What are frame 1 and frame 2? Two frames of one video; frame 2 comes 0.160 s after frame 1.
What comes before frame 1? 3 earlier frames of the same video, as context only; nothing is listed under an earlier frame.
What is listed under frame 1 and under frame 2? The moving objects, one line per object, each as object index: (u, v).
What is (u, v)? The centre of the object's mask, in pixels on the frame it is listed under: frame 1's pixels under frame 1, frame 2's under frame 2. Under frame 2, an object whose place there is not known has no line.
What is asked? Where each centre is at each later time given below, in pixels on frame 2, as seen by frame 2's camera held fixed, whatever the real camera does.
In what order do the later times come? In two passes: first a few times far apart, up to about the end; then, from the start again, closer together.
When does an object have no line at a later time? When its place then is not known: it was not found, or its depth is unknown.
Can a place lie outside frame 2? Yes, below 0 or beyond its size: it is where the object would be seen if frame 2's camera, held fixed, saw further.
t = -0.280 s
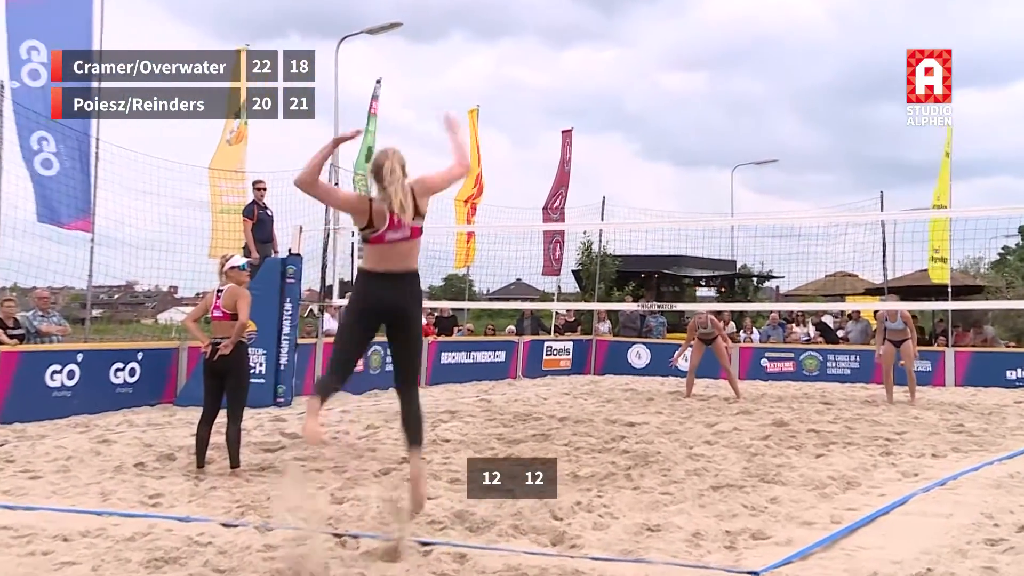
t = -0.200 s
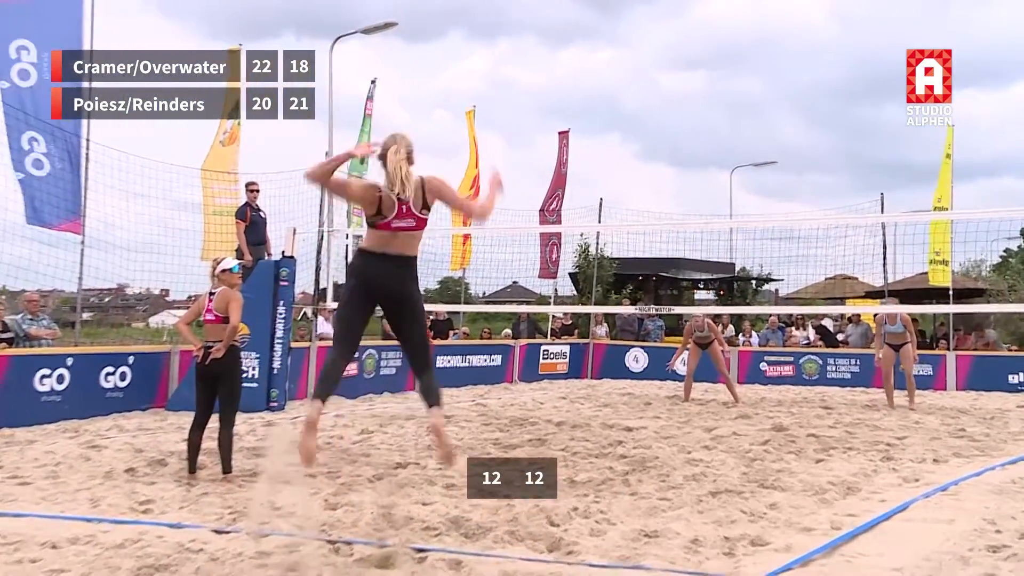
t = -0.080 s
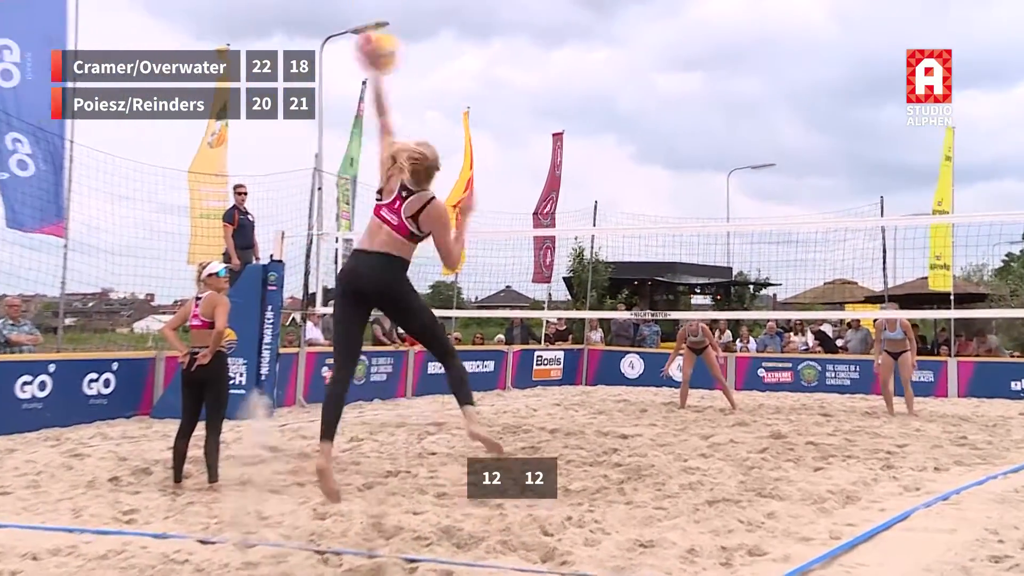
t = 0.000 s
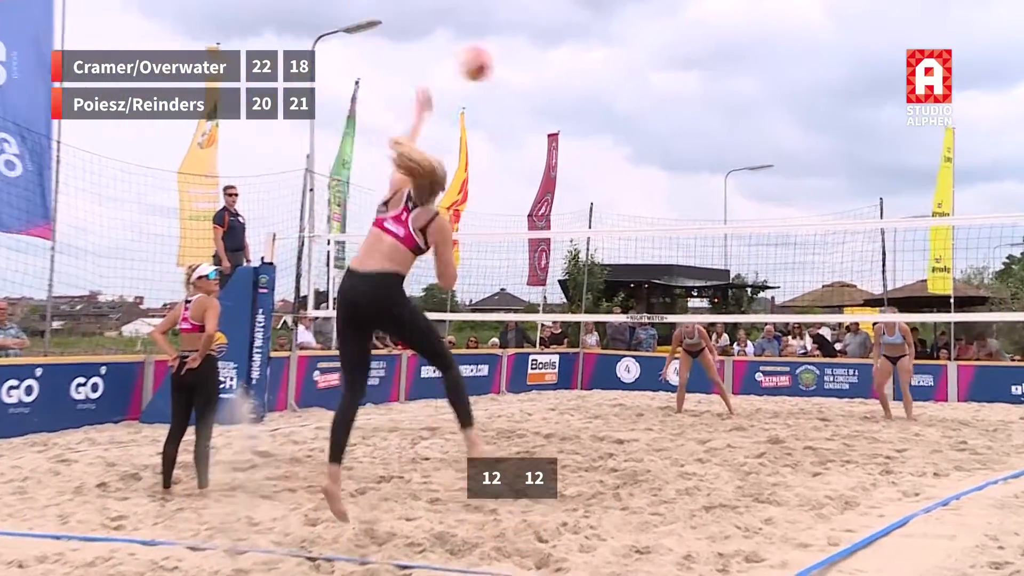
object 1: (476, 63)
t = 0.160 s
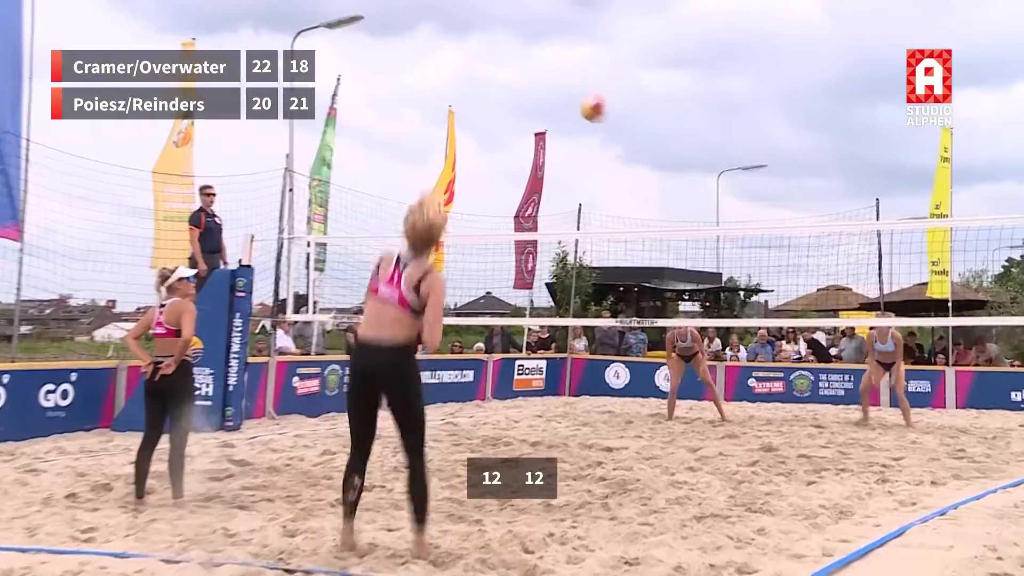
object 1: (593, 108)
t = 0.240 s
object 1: (635, 140)
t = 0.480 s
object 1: (712, 252)
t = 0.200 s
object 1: (614, 123)
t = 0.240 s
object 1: (635, 140)
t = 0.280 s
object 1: (653, 156)
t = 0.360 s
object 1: (681, 193)
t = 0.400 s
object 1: (692, 212)
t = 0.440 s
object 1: (703, 231)
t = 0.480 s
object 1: (712, 252)
